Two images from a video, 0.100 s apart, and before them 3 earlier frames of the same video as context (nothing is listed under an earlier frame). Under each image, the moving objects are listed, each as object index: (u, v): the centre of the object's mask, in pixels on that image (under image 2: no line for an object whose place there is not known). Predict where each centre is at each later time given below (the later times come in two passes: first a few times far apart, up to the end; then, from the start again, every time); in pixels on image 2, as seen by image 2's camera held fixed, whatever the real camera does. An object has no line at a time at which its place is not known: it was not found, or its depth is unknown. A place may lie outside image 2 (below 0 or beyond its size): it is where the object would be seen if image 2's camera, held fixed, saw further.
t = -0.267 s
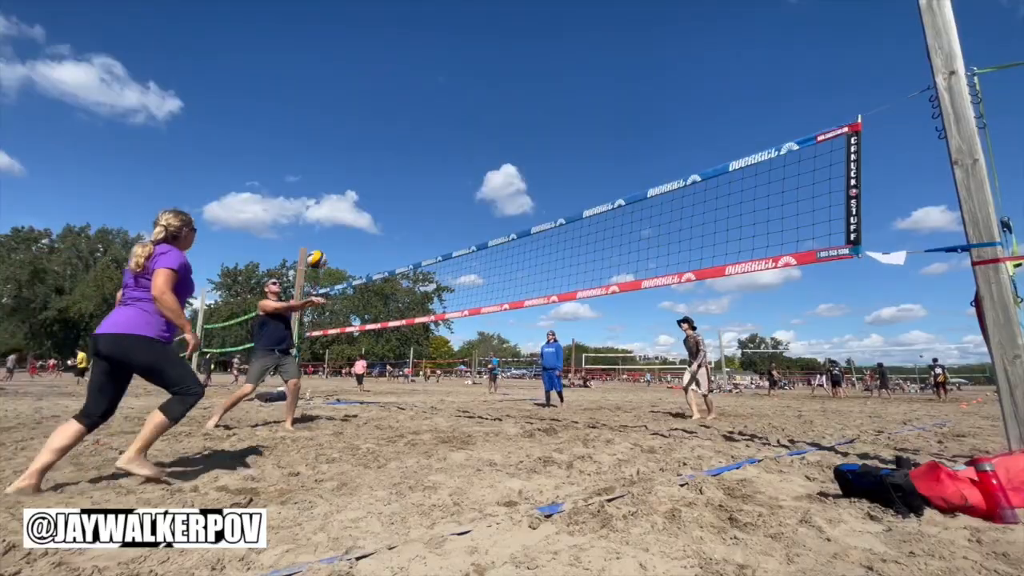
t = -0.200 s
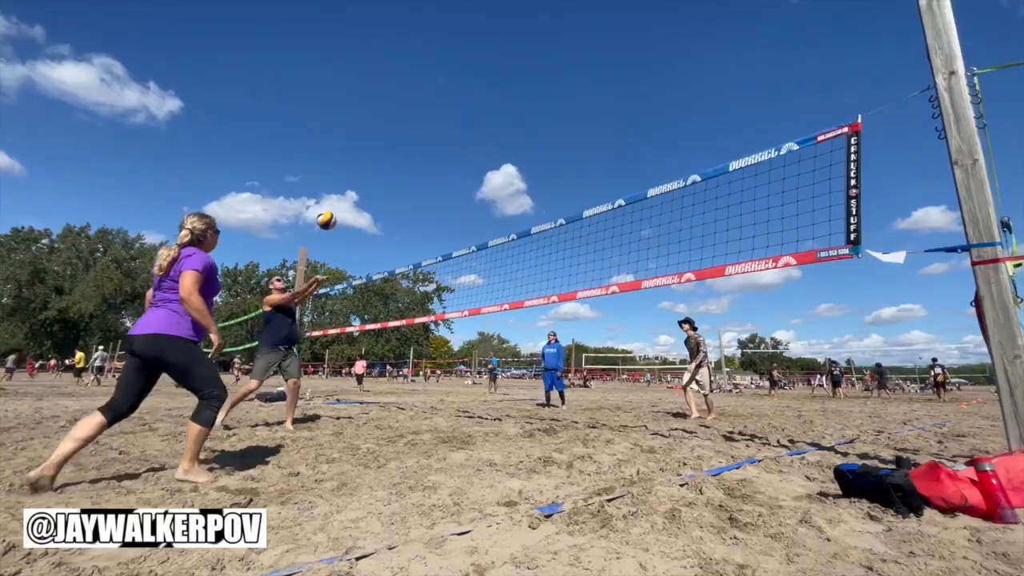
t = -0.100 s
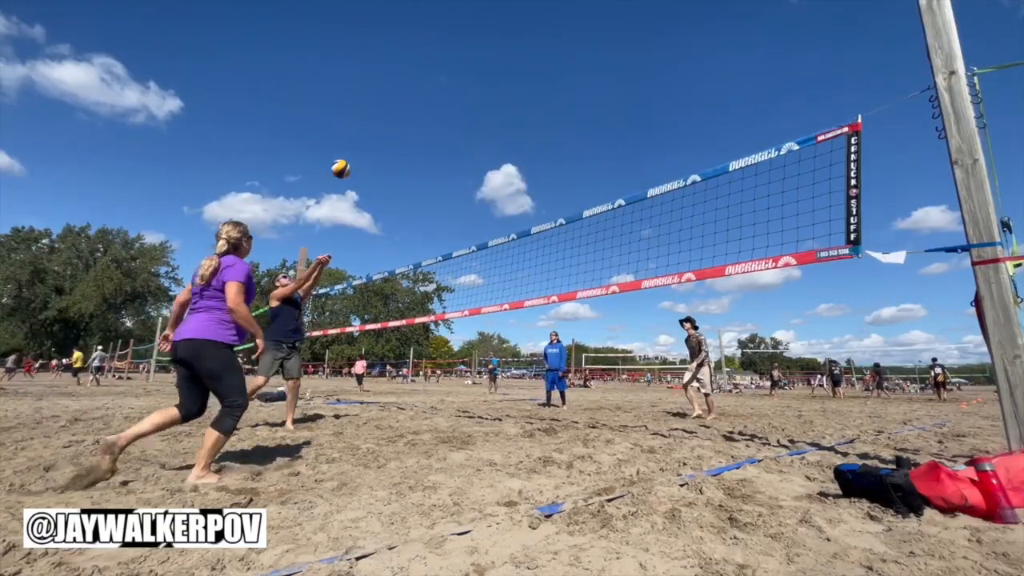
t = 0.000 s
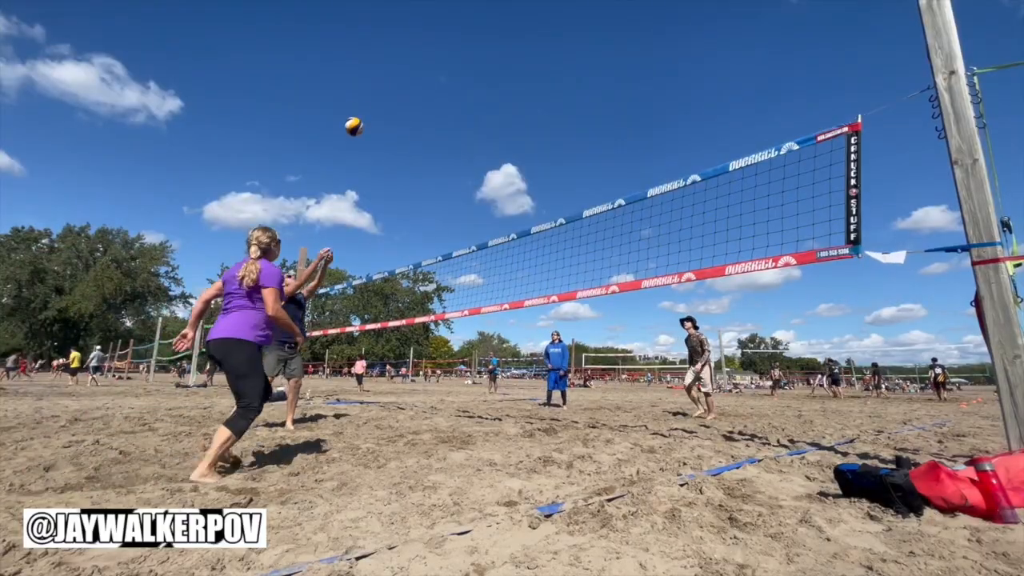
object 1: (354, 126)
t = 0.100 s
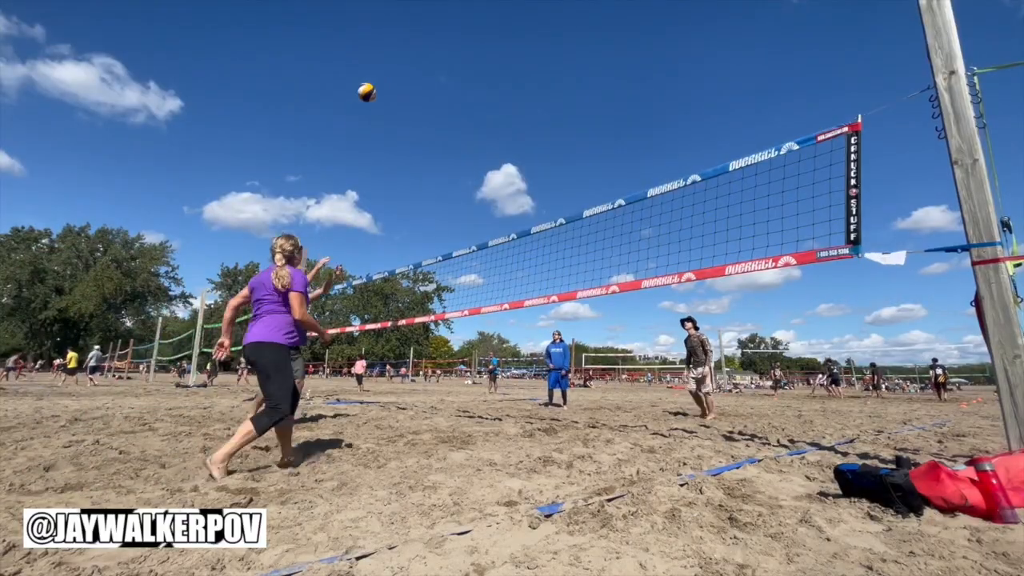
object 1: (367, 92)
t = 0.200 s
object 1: (379, 66)
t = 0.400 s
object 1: (401, 36)
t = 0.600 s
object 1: (424, 35)
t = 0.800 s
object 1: (447, 65)
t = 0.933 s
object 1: (463, 104)
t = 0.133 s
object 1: (371, 82)
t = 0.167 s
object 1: (375, 74)
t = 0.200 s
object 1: (379, 66)
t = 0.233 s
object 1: (383, 59)
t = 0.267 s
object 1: (387, 53)
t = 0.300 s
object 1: (390, 47)
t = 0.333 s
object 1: (394, 43)
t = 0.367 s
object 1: (398, 39)
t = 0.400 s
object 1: (401, 36)
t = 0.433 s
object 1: (406, 34)
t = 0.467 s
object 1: (409, 33)
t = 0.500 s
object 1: (413, 32)
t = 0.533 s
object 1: (417, 32)
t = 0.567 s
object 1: (421, 33)
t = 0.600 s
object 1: (424, 35)
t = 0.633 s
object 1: (428, 38)
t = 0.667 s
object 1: (432, 42)
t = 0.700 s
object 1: (435, 46)
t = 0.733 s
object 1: (439, 52)
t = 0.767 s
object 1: (443, 58)
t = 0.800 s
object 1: (447, 65)
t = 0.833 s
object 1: (450, 74)
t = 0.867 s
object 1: (455, 83)
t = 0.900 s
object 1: (459, 93)
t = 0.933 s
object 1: (463, 104)
